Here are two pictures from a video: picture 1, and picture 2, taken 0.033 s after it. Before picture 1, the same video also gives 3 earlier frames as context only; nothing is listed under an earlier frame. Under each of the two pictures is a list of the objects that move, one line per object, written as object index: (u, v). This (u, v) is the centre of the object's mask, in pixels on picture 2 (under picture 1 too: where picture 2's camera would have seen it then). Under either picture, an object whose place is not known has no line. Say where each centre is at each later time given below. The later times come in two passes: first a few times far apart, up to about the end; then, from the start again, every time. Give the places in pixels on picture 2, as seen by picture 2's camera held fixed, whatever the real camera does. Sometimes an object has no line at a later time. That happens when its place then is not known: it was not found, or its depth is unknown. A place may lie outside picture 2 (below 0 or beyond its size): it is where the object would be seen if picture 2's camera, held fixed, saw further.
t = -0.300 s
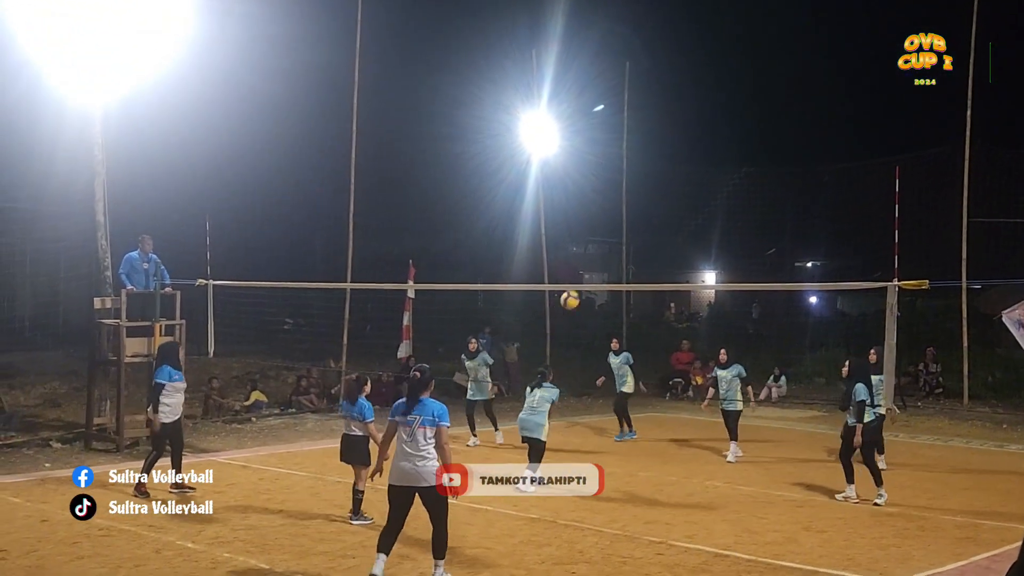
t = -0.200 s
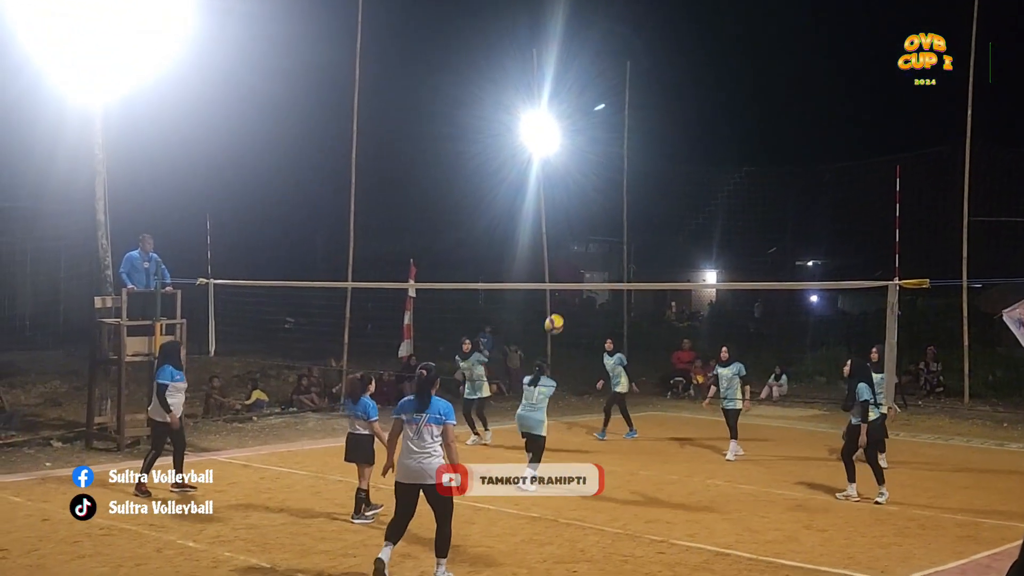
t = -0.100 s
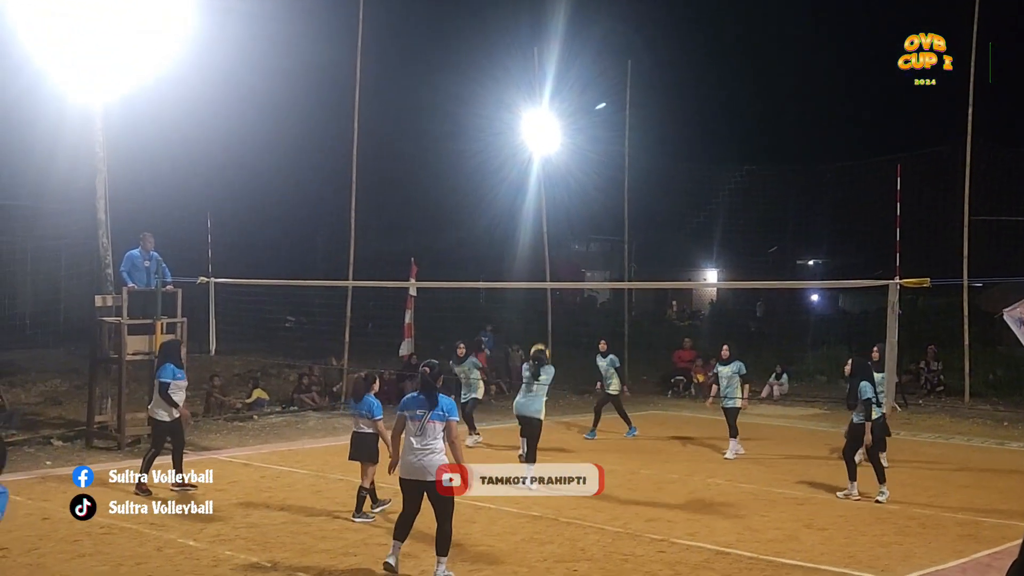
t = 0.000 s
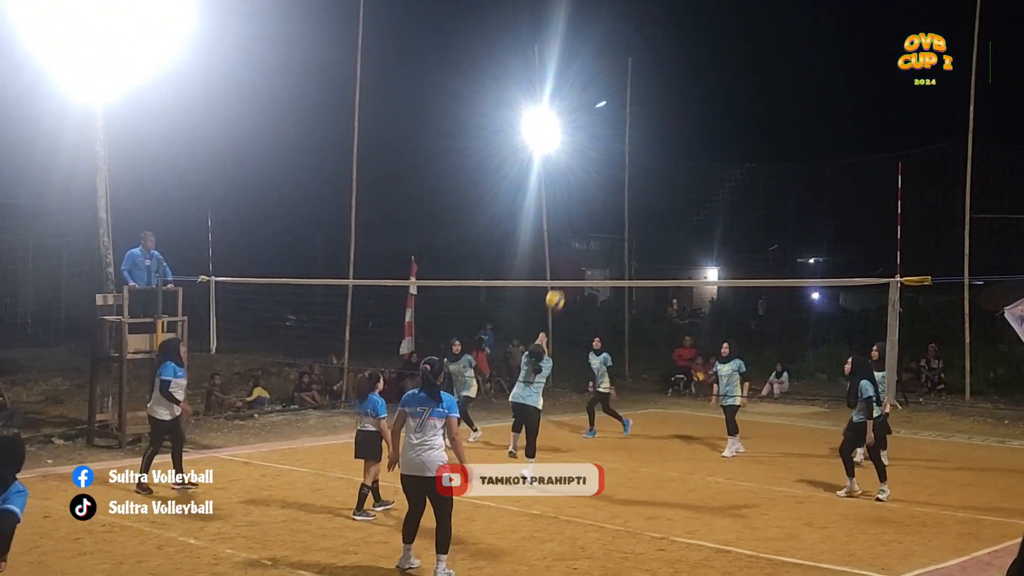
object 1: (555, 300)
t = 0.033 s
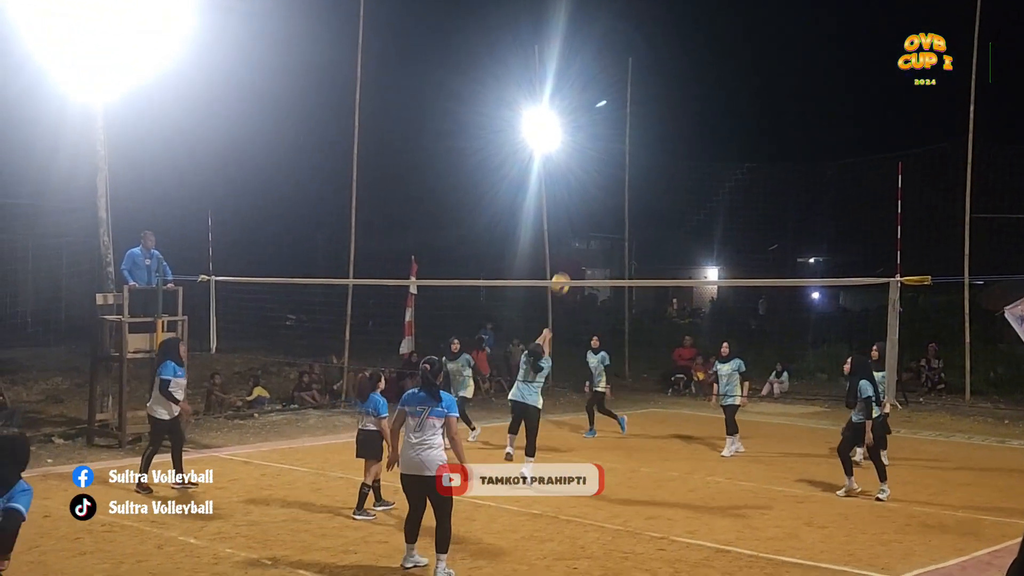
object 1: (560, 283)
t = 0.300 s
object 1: (600, 192)
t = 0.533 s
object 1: (634, 164)
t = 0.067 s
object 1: (565, 269)
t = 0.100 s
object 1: (570, 254)
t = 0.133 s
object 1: (575, 241)
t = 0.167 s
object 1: (580, 230)
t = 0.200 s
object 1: (585, 219)
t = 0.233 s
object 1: (590, 209)
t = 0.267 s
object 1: (595, 200)
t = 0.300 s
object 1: (600, 192)
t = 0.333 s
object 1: (605, 185)
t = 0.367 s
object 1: (610, 179)
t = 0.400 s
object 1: (615, 174)
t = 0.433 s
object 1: (620, 170)
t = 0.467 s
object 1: (625, 167)
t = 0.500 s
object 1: (629, 165)
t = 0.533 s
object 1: (634, 164)
